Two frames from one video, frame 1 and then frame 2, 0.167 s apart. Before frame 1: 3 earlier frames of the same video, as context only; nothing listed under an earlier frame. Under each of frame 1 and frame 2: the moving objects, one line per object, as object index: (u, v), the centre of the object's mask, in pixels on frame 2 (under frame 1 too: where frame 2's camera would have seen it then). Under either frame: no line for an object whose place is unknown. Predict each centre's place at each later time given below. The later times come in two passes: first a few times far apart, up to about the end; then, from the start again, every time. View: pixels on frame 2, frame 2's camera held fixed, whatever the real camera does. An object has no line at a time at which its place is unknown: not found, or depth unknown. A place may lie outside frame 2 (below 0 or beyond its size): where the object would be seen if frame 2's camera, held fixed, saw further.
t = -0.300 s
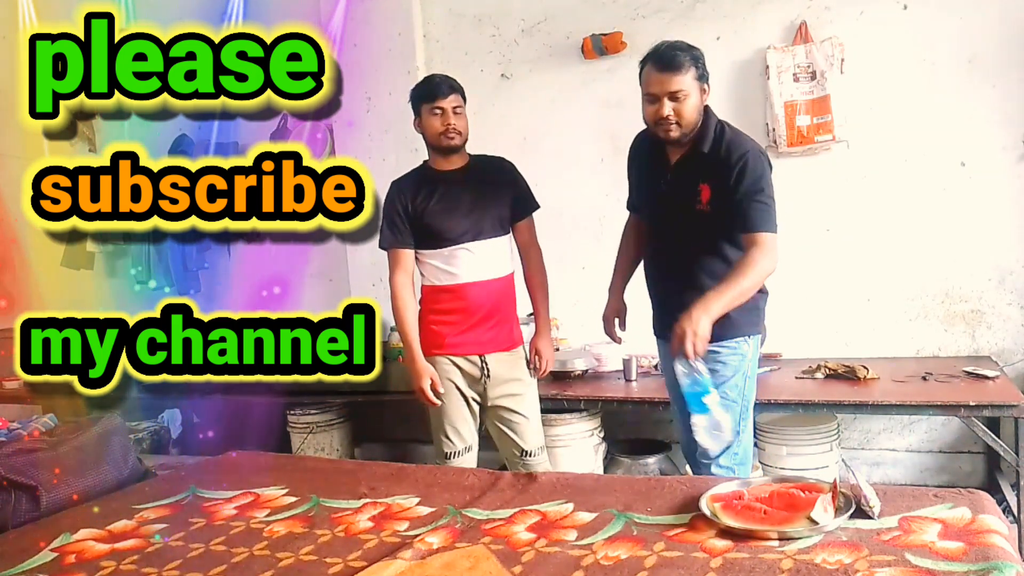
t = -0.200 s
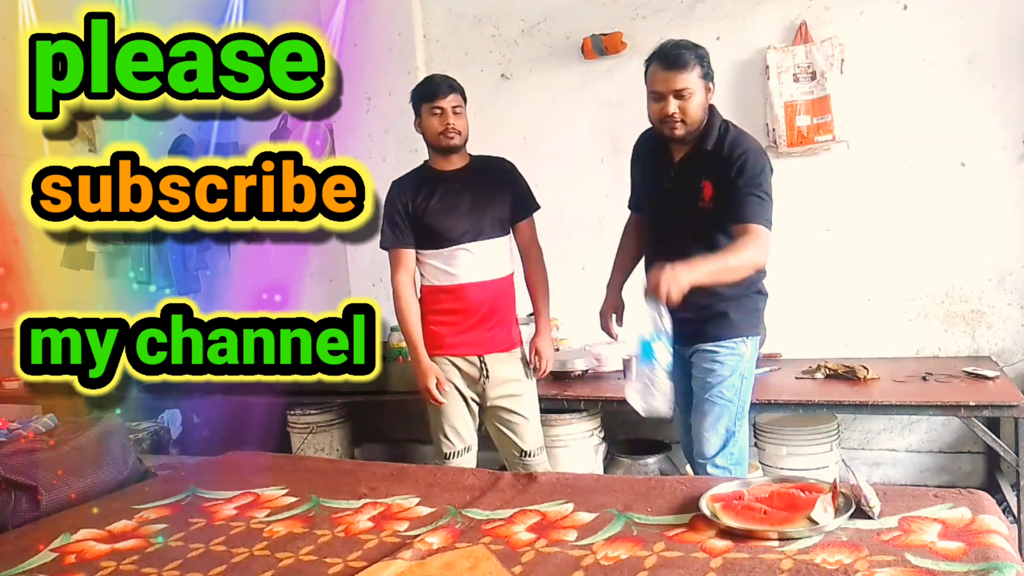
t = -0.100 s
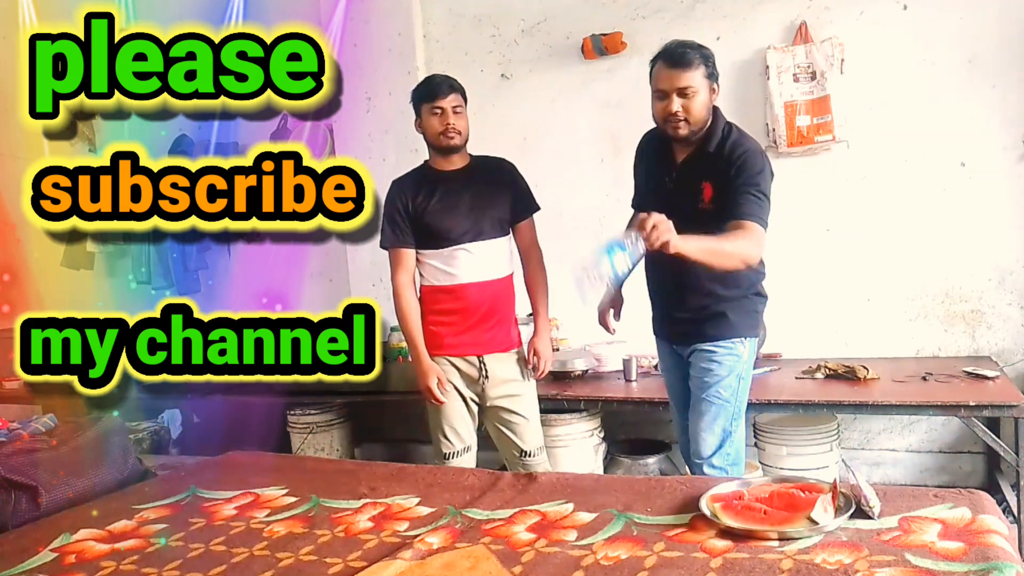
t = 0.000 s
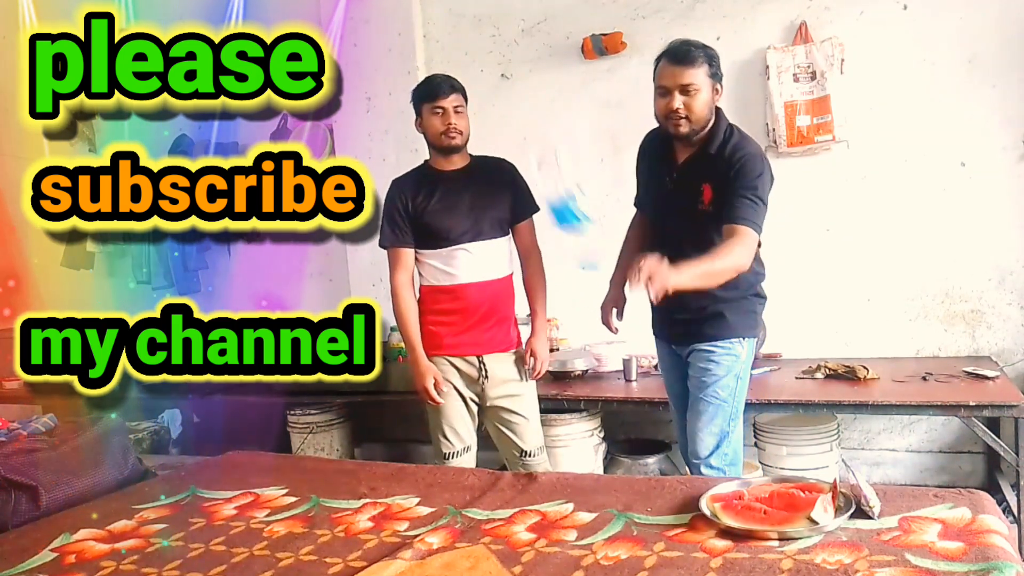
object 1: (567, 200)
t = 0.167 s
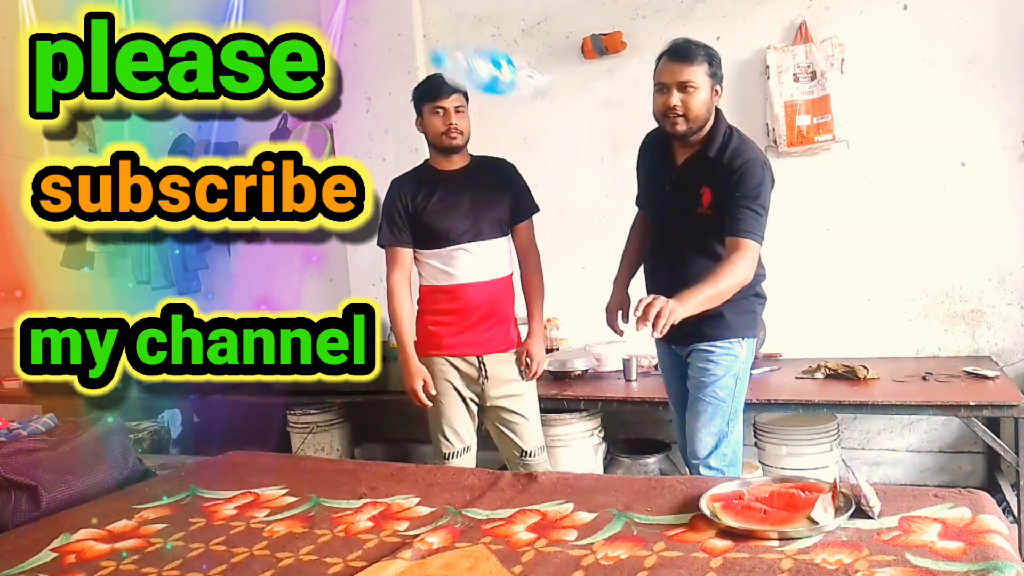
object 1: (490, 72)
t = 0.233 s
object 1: (477, 66)
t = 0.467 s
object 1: (445, 271)
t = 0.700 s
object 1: (429, 499)
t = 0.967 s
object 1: (437, 500)
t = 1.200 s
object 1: (436, 500)
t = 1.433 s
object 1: (436, 499)
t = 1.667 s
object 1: (436, 499)
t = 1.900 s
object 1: (436, 499)
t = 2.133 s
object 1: (436, 500)
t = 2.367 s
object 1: (436, 500)
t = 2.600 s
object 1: (436, 500)
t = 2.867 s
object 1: (436, 500)
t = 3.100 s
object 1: (436, 499)
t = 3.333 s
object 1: (436, 499)
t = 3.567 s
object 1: (436, 499)
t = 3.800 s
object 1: (436, 499)
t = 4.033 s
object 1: (436, 499)
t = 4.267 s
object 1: (436, 499)
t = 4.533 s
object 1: (436, 500)
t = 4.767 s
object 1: (436, 500)
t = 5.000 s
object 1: (436, 500)
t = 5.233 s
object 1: (436, 500)
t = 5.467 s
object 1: (436, 500)
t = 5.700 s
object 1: (436, 500)
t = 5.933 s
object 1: (436, 500)
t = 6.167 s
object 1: (436, 500)
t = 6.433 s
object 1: (436, 500)
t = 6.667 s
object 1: (436, 499)
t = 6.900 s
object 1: (436, 500)
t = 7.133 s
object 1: (436, 500)
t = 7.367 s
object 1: (436, 499)
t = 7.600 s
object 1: (436, 499)
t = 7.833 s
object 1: (436, 499)
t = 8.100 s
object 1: (436, 499)
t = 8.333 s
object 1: (436, 499)
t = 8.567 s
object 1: (436, 499)
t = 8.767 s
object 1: (436, 499)
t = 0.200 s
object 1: (483, 66)
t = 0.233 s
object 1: (477, 66)
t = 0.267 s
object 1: (470, 75)
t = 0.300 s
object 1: (465, 89)
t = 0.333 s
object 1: (461, 114)
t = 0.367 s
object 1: (458, 143)
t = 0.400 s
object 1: (453, 175)
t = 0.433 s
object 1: (448, 220)
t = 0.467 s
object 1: (445, 271)
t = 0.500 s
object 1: (444, 334)
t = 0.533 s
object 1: (442, 404)
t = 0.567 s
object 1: (438, 481)
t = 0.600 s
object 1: (434, 500)
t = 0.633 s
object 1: (432, 501)
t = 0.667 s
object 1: (430, 500)
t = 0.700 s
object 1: (429, 499)
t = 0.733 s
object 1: (429, 500)
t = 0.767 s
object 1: (430, 501)
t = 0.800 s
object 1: (431, 501)
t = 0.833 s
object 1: (432, 500)
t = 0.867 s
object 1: (434, 500)
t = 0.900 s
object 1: (436, 500)
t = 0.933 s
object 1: (437, 500)
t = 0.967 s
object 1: (437, 500)
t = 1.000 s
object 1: (436, 500)
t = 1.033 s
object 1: (436, 499)
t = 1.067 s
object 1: (436, 499)
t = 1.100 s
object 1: (436, 499)
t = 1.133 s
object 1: (436, 499)
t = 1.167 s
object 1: (436, 499)
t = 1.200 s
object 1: (436, 500)
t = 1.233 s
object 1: (436, 500)
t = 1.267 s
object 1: (436, 499)
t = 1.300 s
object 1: (436, 499)
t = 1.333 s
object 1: (436, 499)
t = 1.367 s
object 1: (436, 499)
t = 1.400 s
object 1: (436, 499)
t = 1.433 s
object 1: (436, 499)
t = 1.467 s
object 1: (436, 499)
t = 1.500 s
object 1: (436, 499)
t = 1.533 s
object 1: (436, 500)
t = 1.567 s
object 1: (436, 500)
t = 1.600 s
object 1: (436, 500)
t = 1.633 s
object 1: (436, 499)
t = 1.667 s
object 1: (436, 499)
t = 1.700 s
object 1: (436, 499)
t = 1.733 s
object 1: (436, 500)
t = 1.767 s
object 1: (436, 499)
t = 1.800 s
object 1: (436, 499)
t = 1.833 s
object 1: (436, 499)
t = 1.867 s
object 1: (436, 499)
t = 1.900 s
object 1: (436, 499)
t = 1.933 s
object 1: (436, 500)
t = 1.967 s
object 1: (436, 500)
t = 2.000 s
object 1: (436, 500)
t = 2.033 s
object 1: (436, 500)
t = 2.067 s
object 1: (436, 500)
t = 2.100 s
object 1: (436, 500)
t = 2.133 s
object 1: (436, 500)
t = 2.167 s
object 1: (436, 500)
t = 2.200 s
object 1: (436, 500)
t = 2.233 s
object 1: (436, 500)
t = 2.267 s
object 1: (436, 500)
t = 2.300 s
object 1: (436, 500)
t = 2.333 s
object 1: (436, 500)
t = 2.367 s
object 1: (436, 500)
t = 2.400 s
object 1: (436, 500)
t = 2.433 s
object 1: (436, 500)
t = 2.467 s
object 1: (436, 500)
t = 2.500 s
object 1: (436, 500)
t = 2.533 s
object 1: (436, 500)
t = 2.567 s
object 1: (436, 500)
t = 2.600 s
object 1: (436, 500)
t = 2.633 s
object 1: (436, 500)
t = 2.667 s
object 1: (436, 500)
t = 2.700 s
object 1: (436, 500)
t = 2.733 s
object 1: (436, 500)
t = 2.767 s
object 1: (436, 500)
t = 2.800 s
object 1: (436, 500)
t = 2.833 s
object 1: (436, 500)
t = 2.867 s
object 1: (436, 500)
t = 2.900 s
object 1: (436, 500)
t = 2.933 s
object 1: (436, 500)
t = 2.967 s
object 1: (436, 500)
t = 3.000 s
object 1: (436, 500)
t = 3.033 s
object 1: (436, 500)
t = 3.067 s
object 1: (436, 500)
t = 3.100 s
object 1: (436, 499)
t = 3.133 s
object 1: (436, 500)
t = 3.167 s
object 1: (436, 499)
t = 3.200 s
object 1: (436, 499)
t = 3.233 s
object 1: (436, 499)
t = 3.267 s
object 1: (436, 499)
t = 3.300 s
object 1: (436, 499)
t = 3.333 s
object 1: (436, 499)
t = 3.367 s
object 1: (436, 500)
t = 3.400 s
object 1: (436, 500)
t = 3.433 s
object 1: (436, 500)
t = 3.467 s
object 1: (436, 499)
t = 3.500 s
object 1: (436, 499)
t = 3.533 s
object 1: (436, 499)
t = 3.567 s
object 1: (436, 499)
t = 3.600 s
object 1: (436, 499)
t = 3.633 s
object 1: (436, 499)
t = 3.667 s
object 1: (436, 499)
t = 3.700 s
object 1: (436, 499)
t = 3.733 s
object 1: (436, 499)
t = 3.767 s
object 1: (436, 499)
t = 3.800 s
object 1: (436, 499)
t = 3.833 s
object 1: (436, 499)
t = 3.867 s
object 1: (436, 499)
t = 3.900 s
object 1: (436, 499)
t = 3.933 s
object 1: (436, 499)
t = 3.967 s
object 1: (436, 499)
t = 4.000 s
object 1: (436, 499)
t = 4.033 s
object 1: (436, 499)
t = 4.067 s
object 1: (436, 499)
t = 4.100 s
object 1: (436, 499)
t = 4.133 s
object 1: (436, 499)
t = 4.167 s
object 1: (436, 499)
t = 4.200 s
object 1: (436, 499)
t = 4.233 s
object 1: (436, 499)
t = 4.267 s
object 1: (436, 499)
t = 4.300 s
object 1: (436, 499)
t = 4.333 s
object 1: (436, 499)
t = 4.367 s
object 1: (436, 499)
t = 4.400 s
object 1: (436, 499)
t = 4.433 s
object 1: (436, 499)
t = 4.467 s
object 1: (436, 499)
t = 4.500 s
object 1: (436, 500)
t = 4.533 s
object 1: (436, 500)
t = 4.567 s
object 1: (436, 499)
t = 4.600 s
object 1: (436, 500)
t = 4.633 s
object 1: (436, 500)
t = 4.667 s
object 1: (436, 500)
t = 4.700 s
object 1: (436, 500)
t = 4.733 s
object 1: (436, 500)
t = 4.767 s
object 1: (436, 500)
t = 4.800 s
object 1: (436, 500)
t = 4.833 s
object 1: (436, 500)
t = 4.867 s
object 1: (436, 500)
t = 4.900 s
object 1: (436, 500)
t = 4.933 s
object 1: (436, 500)
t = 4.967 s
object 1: (436, 500)
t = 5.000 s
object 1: (436, 500)
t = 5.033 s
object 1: (436, 500)
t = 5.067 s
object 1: (436, 500)
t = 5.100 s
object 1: (436, 500)
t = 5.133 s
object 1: (436, 500)
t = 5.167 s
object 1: (436, 500)
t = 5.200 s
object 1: (436, 500)
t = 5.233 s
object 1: (436, 500)
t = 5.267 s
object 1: (436, 500)
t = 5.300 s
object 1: (436, 500)
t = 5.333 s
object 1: (436, 499)
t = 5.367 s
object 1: (436, 499)
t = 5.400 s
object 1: (436, 499)
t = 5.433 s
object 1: (436, 499)
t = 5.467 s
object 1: (436, 500)
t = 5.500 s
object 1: (436, 500)
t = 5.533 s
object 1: (436, 500)
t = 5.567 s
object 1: (436, 500)
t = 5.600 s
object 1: (436, 500)
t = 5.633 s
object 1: (436, 500)
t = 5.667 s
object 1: (436, 500)
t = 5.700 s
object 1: (436, 500)
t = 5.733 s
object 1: (436, 500)
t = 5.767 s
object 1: (436, 500)
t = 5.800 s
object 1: (436, 500)
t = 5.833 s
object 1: (436, 500)
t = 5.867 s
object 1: (436, 500)
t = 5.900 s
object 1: (436, 500)
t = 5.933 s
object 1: (436, 500)
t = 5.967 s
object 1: (436, 500)
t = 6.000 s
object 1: (436, 500)
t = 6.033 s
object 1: (436, 500)
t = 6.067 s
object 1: (436, 500)
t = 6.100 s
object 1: (436, 500)
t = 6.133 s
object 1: (436, 500)
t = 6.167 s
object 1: (436, 500)
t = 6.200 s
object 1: (436, 500)
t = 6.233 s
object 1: (436, 500)
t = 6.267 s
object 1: (436, 500)
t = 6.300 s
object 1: (436, 500)
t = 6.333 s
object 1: (436, 500)
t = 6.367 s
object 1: (436, 500)
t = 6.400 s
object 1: (436, 500)
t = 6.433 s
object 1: (436, 500)
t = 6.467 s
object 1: (436, 500)
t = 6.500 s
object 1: (436, 500)
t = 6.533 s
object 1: (436, 499)
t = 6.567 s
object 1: (436, 499)
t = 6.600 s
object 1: (436, 500)
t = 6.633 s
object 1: (436, 499)
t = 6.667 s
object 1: (436, 499)
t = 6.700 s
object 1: (436, 499)
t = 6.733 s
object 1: (436, 499)
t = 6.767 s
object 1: (436, 500)
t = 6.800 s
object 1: (436, 500)
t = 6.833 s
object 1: (436, 500)
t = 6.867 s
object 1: (436, 500)
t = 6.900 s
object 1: (436, 500)
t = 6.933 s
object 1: (436, 500)
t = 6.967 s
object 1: (436, 500)
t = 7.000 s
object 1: (436, 500)
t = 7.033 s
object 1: (436, 500)
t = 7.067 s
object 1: (436, 500)
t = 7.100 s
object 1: (436, 500)
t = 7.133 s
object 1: (436, 500)
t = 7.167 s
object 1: (436, 500)
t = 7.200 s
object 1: (436, 500)
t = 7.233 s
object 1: (436, 500)
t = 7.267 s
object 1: (436, 500)
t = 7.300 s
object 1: (436, 500)
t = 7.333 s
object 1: (436, 500)
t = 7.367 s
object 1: (436, 499)
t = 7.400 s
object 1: (436, 500)
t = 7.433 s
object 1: (436, 499)
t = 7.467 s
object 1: (436, 499)
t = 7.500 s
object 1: (436, 499)
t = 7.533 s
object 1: (436, 499)
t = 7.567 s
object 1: (436, 499)
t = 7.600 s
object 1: (436, 499)
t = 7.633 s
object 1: (436, 499)
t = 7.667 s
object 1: (436, 499)
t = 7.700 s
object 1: (436, 499)
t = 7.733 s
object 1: (436, 499)
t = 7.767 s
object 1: (436, 499)
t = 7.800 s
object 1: (436, 499)
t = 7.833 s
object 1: (436, 499)
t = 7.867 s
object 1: (436, 499)
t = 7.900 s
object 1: (436, 499)
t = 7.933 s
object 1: (436, 499)
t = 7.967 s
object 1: (436, 499)
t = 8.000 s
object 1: (436, 499)
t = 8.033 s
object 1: (436, 499)
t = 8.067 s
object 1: (436, 499)
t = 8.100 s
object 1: (436, 499)
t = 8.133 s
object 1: (436, 499)
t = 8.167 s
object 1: (436, 499)
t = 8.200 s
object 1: (436, 499)
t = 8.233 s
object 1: (436, 499)
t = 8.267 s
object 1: (436, 499)
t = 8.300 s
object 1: (436, 499)
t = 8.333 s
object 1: (436, 499)
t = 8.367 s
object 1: (436, 499)
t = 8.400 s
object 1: (436, 499)
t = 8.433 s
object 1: (436, 499)
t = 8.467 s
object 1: (436, 499)
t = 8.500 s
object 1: (436, 499)
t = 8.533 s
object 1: (436, 499)
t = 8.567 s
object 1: (436, 499)
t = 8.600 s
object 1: (436, 499)
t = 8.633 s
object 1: (436, 499)
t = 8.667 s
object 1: (436, 499)
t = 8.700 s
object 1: (436, 499)
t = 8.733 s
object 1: (436, 499)
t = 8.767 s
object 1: (436, 499)
